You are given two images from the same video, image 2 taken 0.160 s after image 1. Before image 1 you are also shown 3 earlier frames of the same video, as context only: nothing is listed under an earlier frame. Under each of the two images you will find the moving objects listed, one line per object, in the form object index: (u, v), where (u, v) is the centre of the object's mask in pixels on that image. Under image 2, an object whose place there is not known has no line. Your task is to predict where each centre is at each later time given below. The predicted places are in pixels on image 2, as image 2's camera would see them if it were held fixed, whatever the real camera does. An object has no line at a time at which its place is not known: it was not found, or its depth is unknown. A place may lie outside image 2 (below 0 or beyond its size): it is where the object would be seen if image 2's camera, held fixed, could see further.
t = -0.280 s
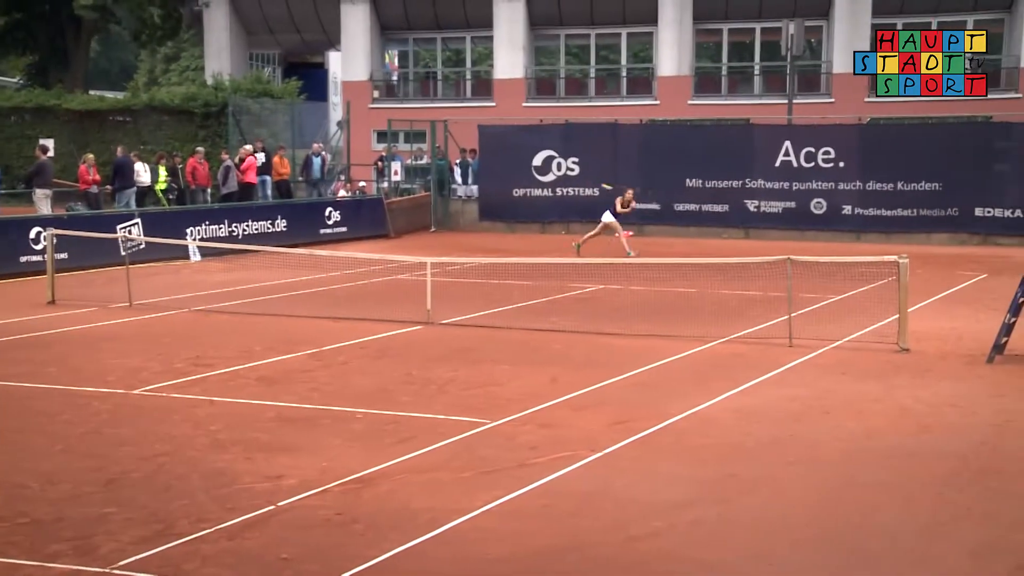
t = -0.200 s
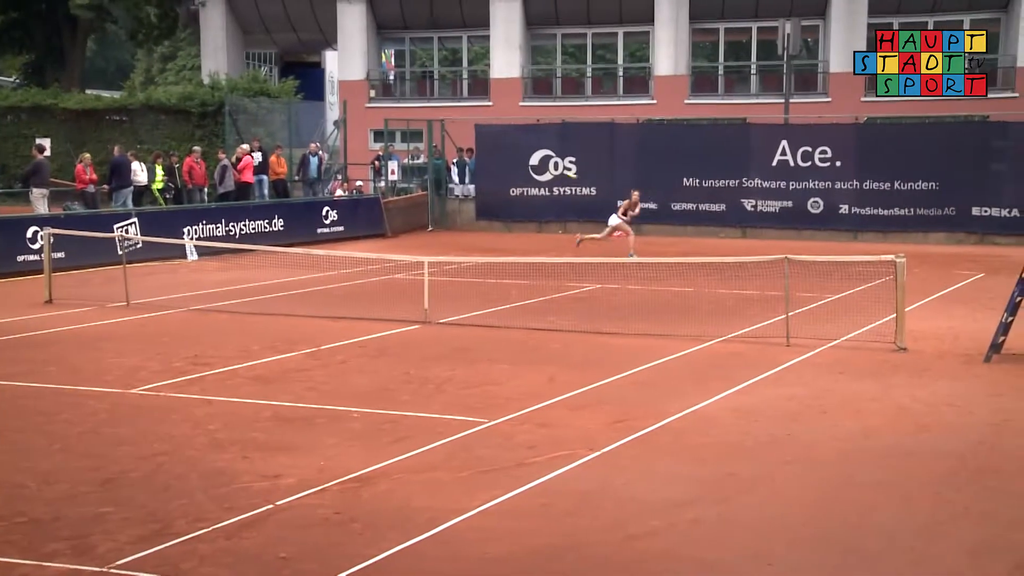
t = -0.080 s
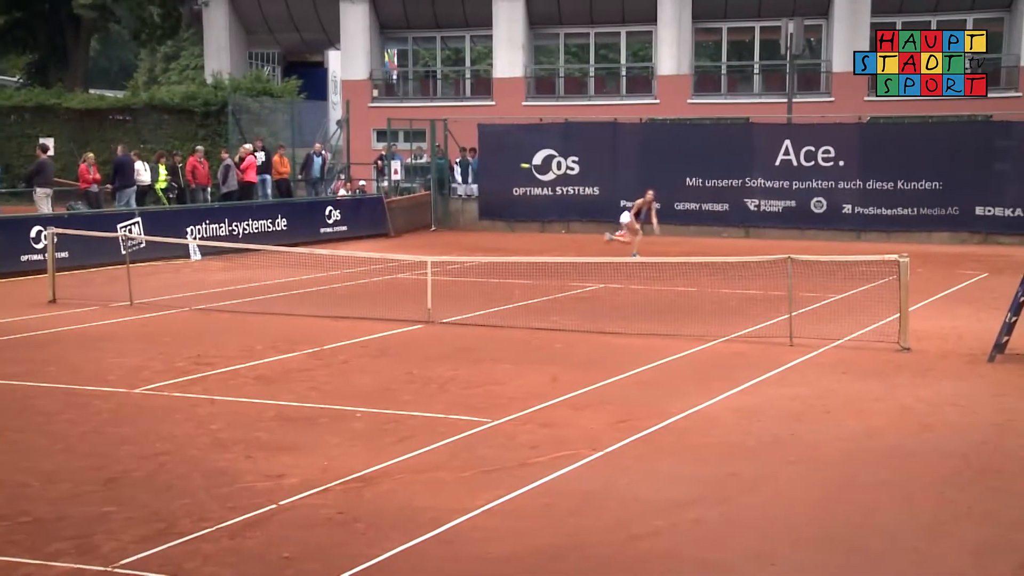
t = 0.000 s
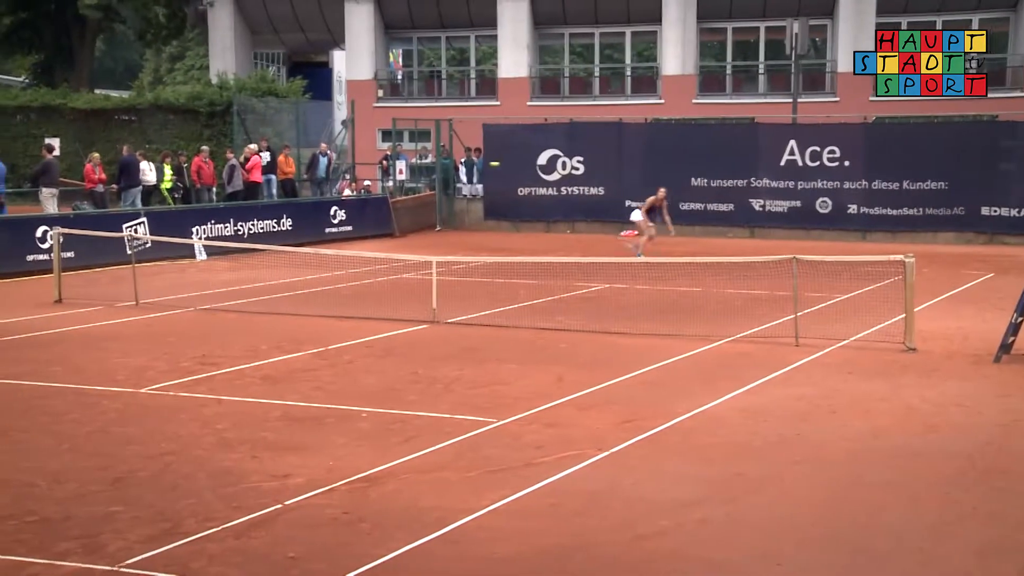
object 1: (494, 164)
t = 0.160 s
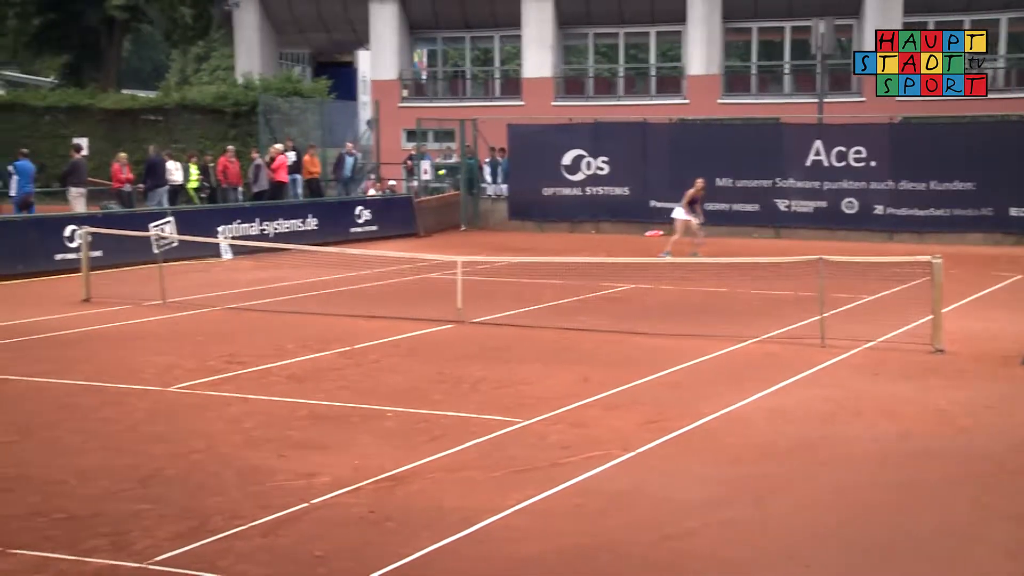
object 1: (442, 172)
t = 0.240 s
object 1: (401, 183)
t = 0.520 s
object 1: (236, 266)
